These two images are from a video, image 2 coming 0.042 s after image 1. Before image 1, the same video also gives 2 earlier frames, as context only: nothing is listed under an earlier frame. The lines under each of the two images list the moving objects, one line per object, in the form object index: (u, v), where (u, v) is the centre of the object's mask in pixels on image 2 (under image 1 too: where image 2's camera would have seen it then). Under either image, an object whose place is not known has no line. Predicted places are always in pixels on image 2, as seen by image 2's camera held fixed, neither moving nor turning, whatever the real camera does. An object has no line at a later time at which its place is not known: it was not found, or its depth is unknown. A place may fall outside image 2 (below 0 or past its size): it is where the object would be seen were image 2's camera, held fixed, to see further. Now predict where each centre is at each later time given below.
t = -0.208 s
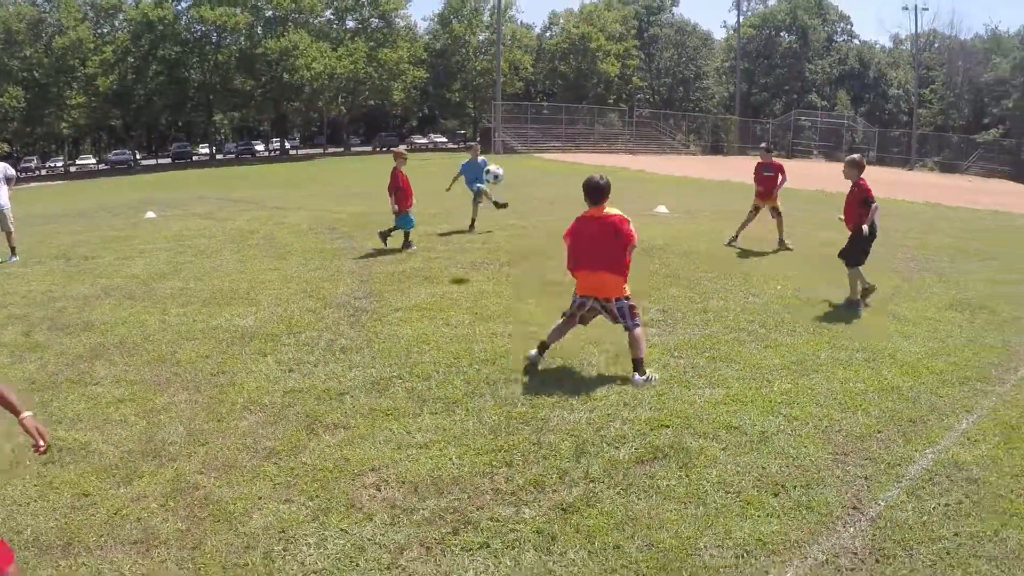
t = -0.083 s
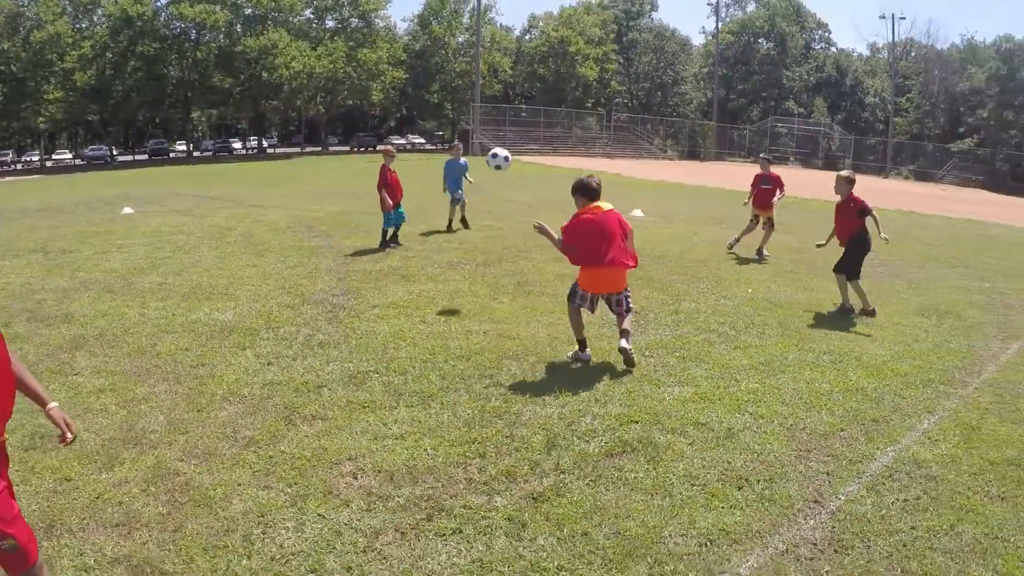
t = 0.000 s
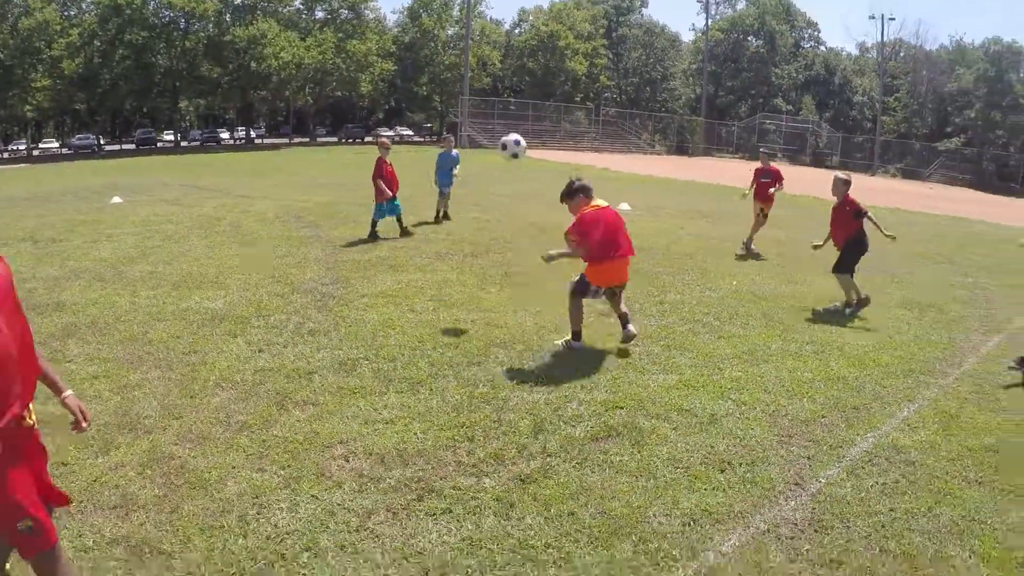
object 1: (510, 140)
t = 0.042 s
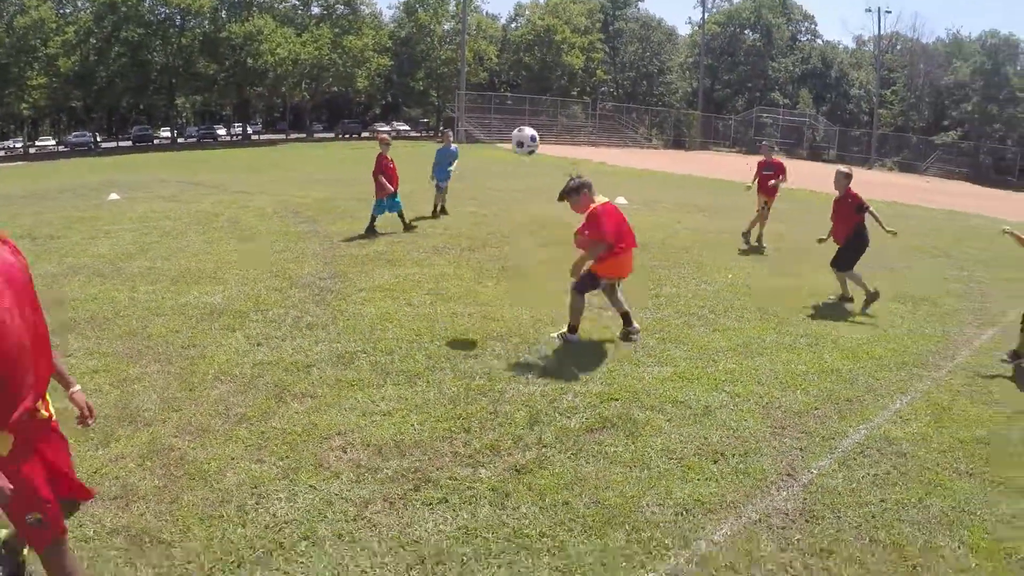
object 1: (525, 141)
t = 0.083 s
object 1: (543, 143)
